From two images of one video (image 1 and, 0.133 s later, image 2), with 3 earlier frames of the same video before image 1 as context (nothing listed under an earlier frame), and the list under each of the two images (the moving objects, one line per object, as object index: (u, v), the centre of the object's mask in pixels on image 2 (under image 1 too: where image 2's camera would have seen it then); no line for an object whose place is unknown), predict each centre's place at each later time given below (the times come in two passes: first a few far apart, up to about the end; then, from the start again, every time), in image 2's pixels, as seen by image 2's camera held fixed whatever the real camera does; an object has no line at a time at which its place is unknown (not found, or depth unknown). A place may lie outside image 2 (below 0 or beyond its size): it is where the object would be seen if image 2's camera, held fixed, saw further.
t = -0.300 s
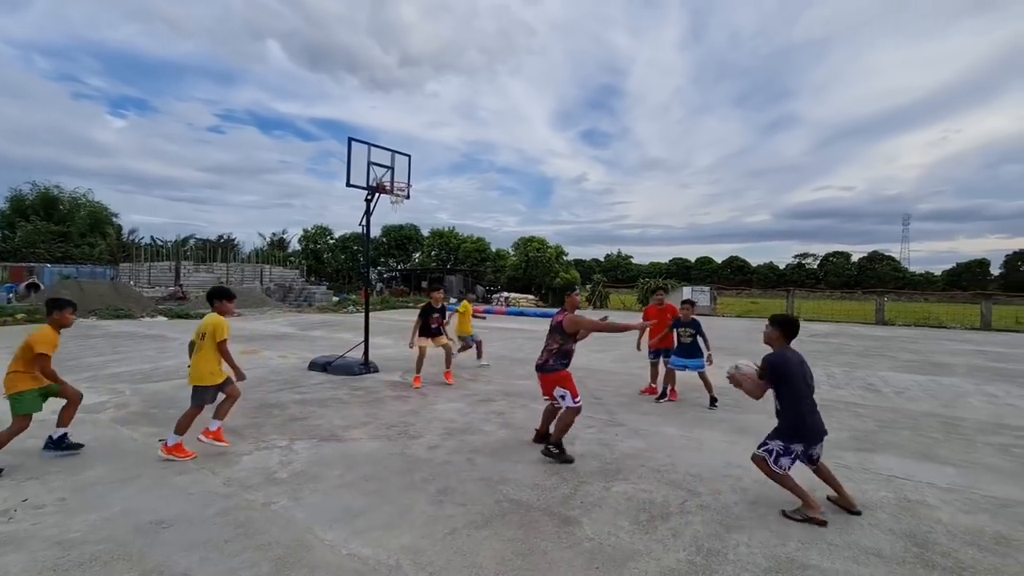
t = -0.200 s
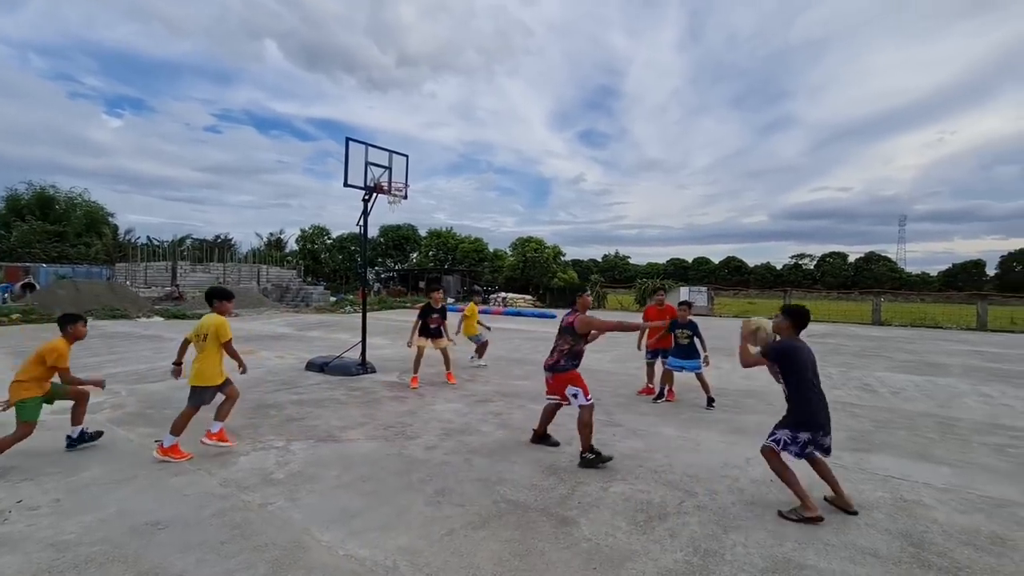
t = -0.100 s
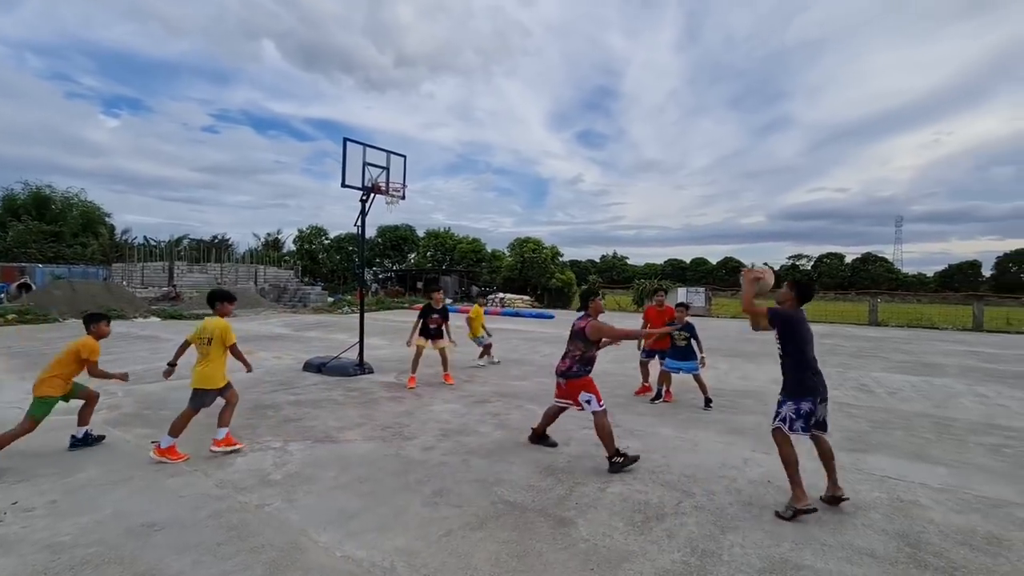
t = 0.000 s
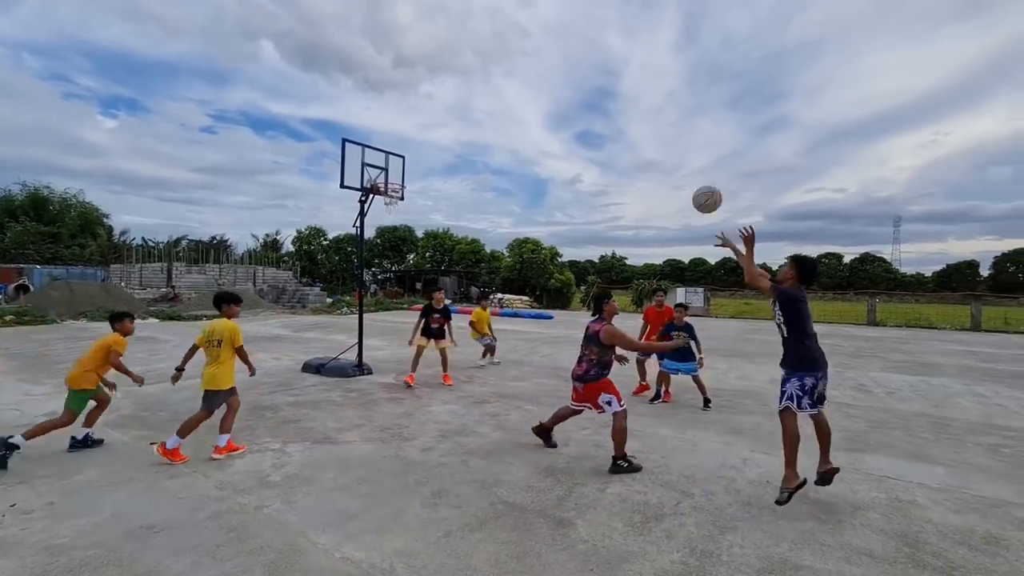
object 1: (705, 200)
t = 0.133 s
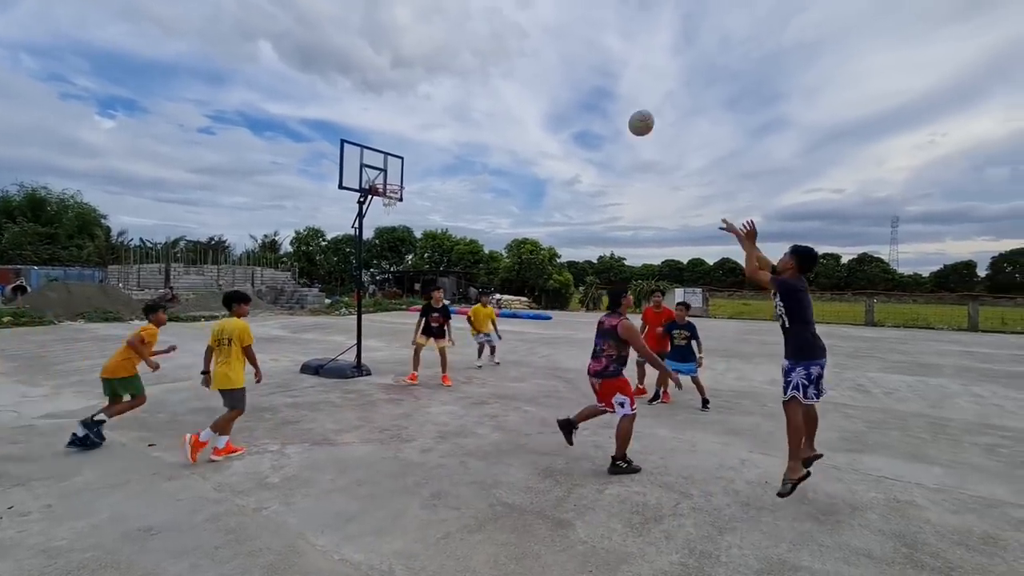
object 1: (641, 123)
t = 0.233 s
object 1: (601, 86)
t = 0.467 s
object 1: (528, 51)
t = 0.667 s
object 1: (480, 61)
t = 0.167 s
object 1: (627, 109)
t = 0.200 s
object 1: (614, 97)
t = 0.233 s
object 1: (601, 86)
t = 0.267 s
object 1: (590, 77)
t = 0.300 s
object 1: (578, 70)
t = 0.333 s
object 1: (567, 64)
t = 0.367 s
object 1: (557, 59)
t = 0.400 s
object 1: (547, 55)
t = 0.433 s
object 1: (537, 53)
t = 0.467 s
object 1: (528, 51)
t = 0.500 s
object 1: (520, 50)
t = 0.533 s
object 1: (511, 51)
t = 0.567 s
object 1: (503, 52)
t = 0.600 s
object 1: (495, 54)
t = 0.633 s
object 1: (487, 57)
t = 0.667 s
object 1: (480, 61)
